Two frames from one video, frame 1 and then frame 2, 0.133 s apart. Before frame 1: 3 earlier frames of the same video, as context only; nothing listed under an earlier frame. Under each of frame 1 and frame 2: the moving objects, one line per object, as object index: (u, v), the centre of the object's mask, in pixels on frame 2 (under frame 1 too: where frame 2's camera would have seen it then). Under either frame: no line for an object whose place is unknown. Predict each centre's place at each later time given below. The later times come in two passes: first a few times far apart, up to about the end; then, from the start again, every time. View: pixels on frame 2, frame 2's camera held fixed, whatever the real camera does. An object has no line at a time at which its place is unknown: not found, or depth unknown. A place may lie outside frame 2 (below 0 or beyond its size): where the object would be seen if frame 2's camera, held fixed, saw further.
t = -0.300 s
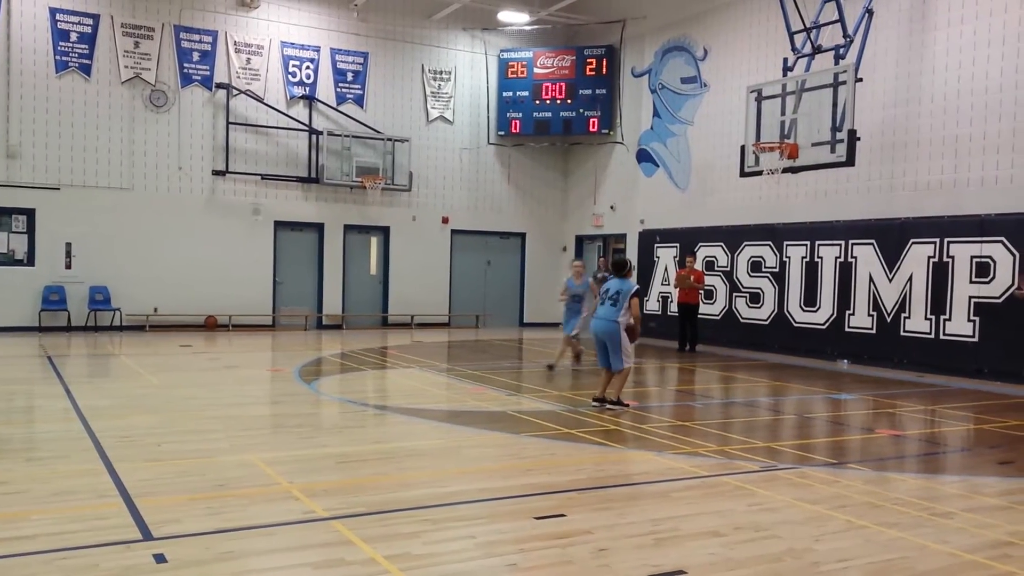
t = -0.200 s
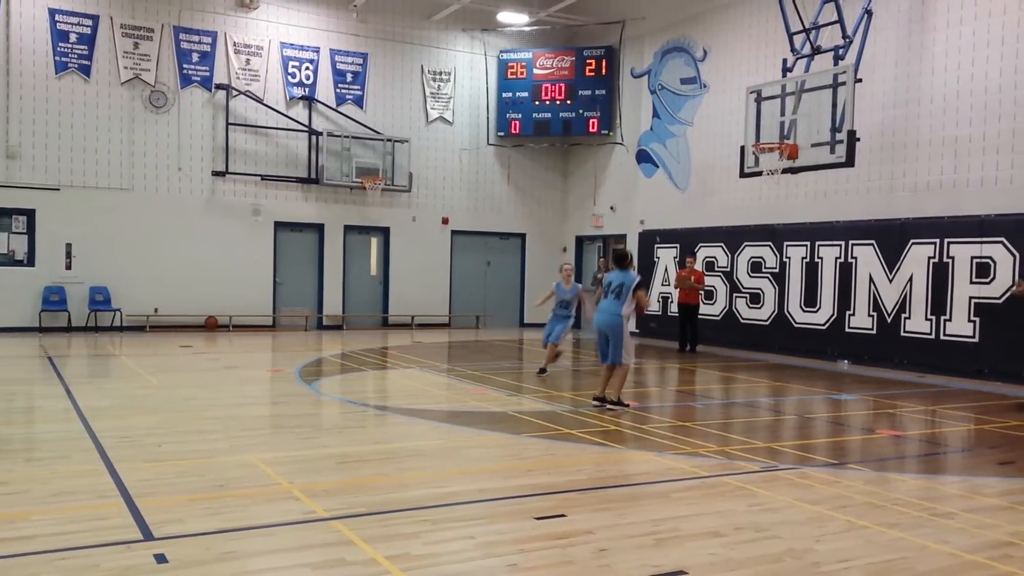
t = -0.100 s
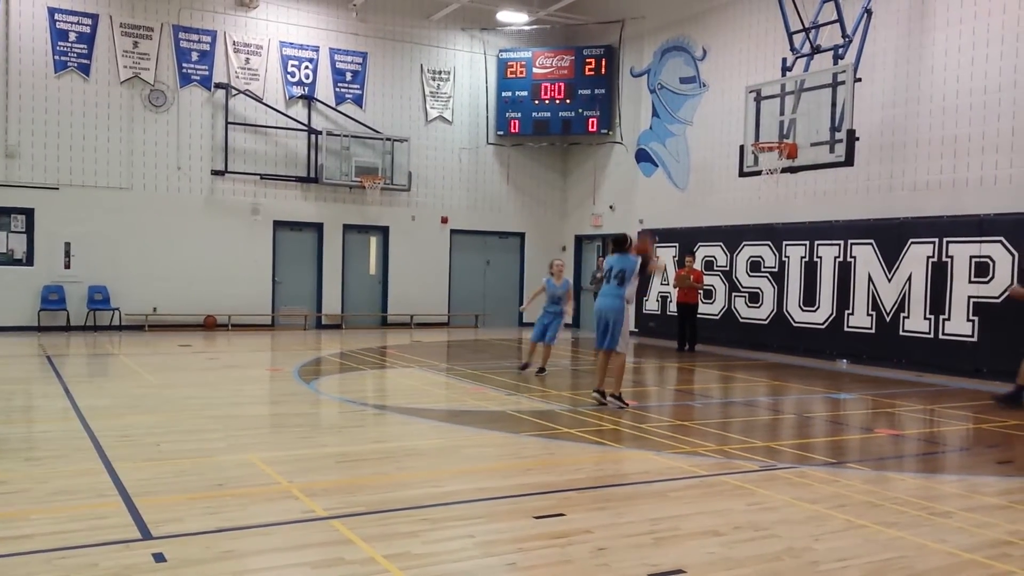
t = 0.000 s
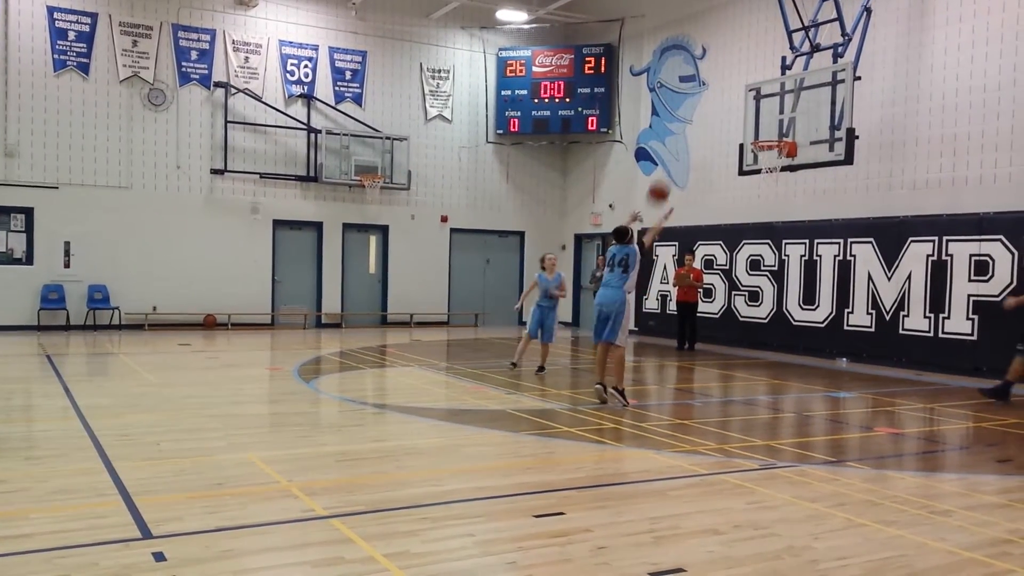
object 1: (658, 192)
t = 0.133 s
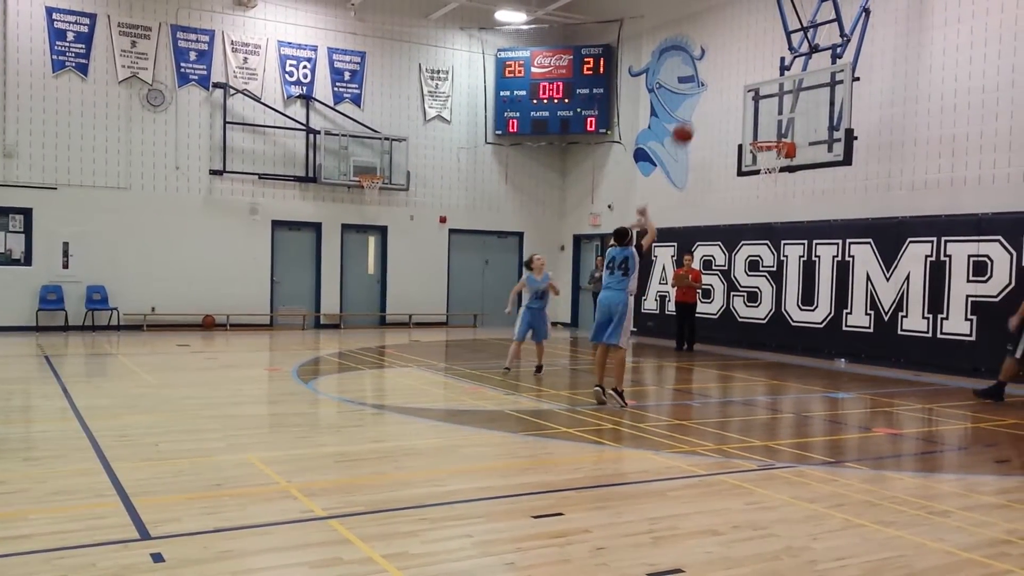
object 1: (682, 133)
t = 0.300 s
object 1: (710, 86)
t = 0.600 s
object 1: (751, 66)
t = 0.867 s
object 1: (780, 108)
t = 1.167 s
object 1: (751, 160)
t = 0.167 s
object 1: (689, 121)
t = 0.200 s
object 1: (694, 111)
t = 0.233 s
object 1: (700, 102)
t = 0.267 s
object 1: (705, 94)
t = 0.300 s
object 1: (710, 86)
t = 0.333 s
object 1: (715, 80)
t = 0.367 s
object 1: (720, 75)
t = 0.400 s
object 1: (725, 71)
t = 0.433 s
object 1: (730, 68)
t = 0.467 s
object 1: (734, 66)
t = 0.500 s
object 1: (739, 65)
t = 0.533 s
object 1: (743, 64)
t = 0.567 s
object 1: (748, 65)
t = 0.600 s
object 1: (751, 66)
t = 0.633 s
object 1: (755, 69)
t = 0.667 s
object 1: (759, 72)
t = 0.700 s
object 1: (763, 76)
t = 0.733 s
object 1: (766, 80)
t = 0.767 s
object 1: (770, 86)
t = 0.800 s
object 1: (773, 93)
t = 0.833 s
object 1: (777, 100)
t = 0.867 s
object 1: (780, 108)
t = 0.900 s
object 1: (784, 116)
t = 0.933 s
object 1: (784, 124)
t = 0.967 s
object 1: (778, 130)
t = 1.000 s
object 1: (770, 136)
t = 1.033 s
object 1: (763, 147)
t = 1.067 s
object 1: (756, 154)
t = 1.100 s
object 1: (752, 159)
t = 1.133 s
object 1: (751, 160)
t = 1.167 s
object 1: (751, 160)
